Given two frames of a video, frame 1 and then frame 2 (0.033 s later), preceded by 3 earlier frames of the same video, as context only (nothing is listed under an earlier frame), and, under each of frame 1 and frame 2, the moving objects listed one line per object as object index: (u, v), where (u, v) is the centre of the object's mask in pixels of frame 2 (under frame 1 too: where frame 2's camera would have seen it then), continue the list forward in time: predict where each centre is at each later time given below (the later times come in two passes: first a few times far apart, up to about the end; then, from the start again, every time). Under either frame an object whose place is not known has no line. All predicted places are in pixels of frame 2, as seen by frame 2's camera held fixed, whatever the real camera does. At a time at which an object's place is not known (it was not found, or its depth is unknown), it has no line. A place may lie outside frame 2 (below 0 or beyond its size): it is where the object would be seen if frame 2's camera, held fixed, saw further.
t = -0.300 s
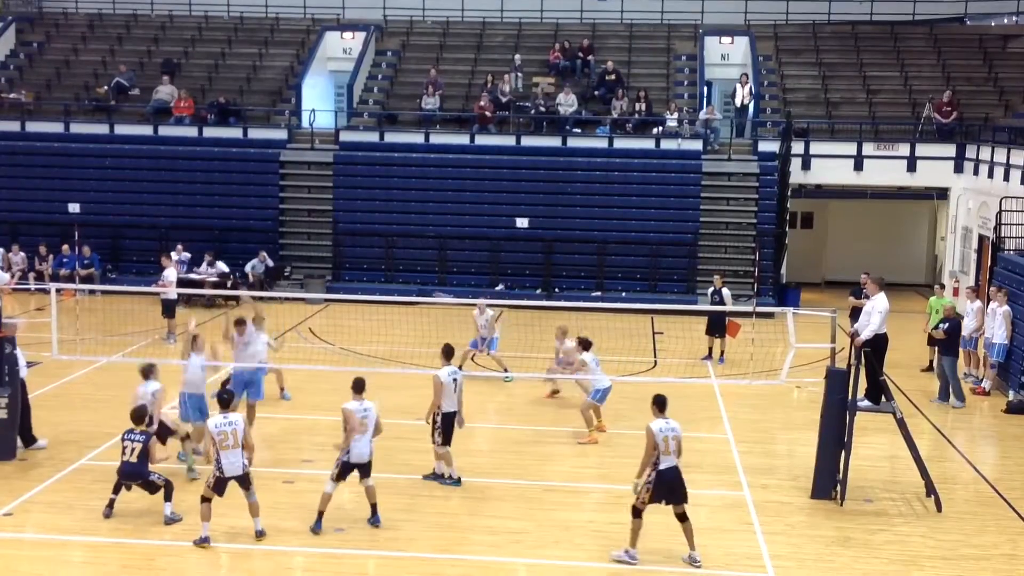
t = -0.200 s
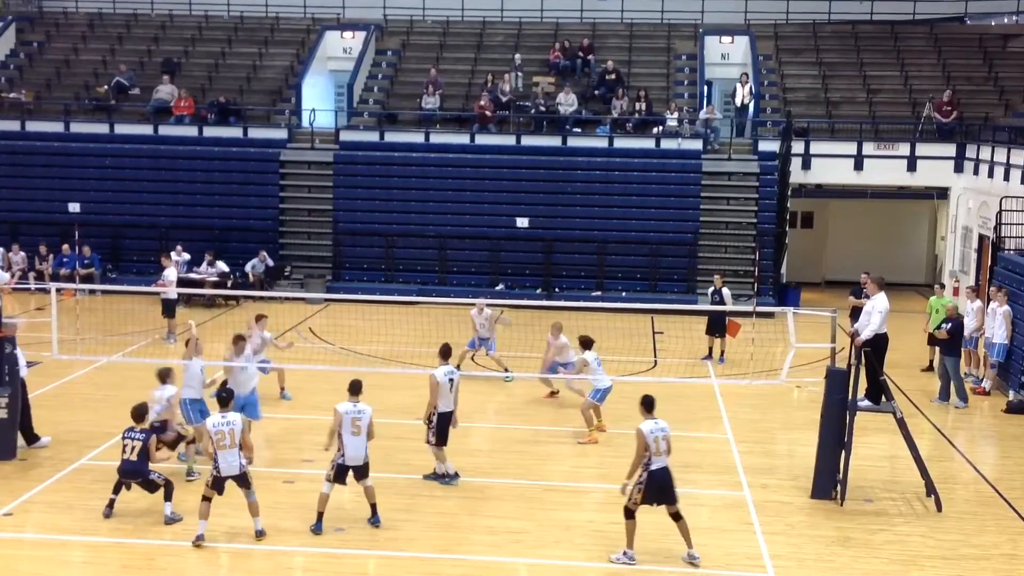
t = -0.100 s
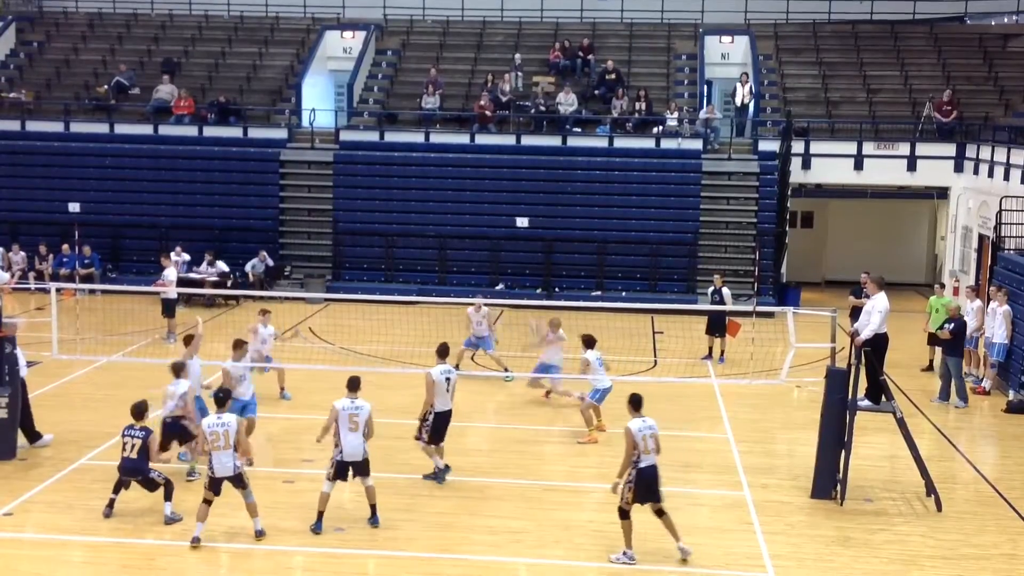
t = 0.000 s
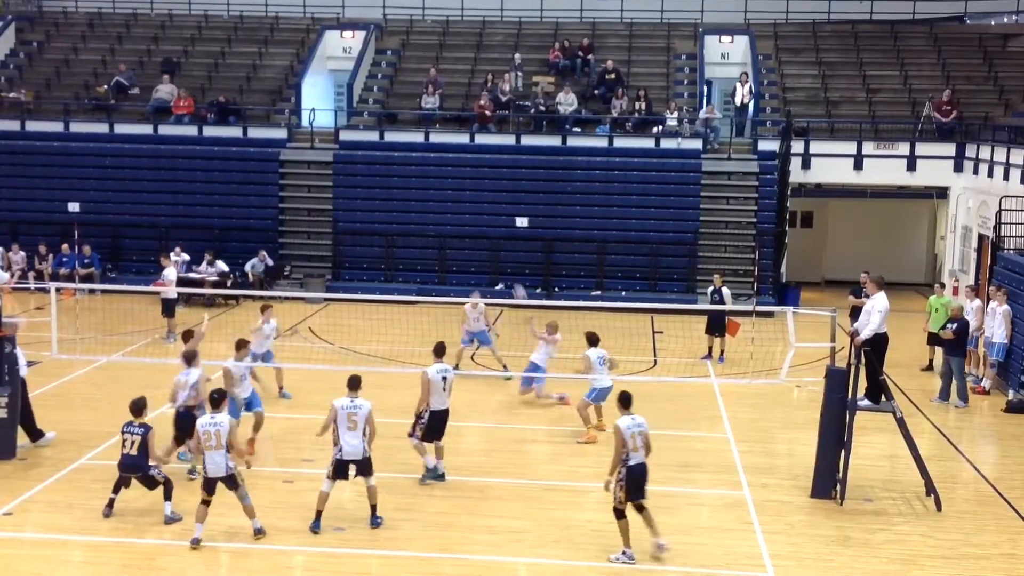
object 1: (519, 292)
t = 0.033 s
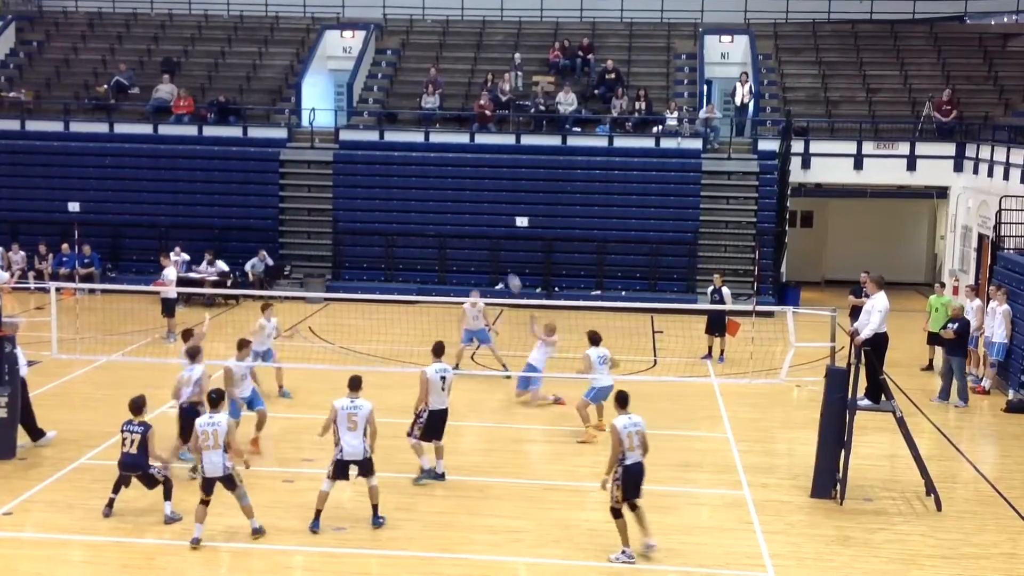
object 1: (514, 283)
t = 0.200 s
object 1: (488, 244)
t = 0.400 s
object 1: (456, 215)
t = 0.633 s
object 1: (418, 214)
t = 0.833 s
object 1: (385, 240)
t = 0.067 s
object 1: (509, 275)
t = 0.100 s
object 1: (504, 266)
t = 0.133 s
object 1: (498, 257)
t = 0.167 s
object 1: (493, 250)
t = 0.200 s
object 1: (488, 244)
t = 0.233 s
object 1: (483, 238)
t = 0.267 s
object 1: (478, 231)
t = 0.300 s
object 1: (472, 227)
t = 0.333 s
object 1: (467, 222)
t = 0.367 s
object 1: (462, 219)
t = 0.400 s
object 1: (456, 215)
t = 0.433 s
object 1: (450, 213)
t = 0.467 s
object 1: (445, 211)
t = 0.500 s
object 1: (440, 210)
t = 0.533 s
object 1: (435, 210)
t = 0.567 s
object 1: (429, 210)
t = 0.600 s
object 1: (424, 212)
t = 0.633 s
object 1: (418, 214)
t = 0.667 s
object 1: (413, 216)
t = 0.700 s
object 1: (408, 219)
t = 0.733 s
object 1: (401, 223)
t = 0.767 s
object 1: (396, 228)
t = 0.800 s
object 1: (391, 233)
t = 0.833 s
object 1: (385, 240)
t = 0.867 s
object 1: (380, 247)
